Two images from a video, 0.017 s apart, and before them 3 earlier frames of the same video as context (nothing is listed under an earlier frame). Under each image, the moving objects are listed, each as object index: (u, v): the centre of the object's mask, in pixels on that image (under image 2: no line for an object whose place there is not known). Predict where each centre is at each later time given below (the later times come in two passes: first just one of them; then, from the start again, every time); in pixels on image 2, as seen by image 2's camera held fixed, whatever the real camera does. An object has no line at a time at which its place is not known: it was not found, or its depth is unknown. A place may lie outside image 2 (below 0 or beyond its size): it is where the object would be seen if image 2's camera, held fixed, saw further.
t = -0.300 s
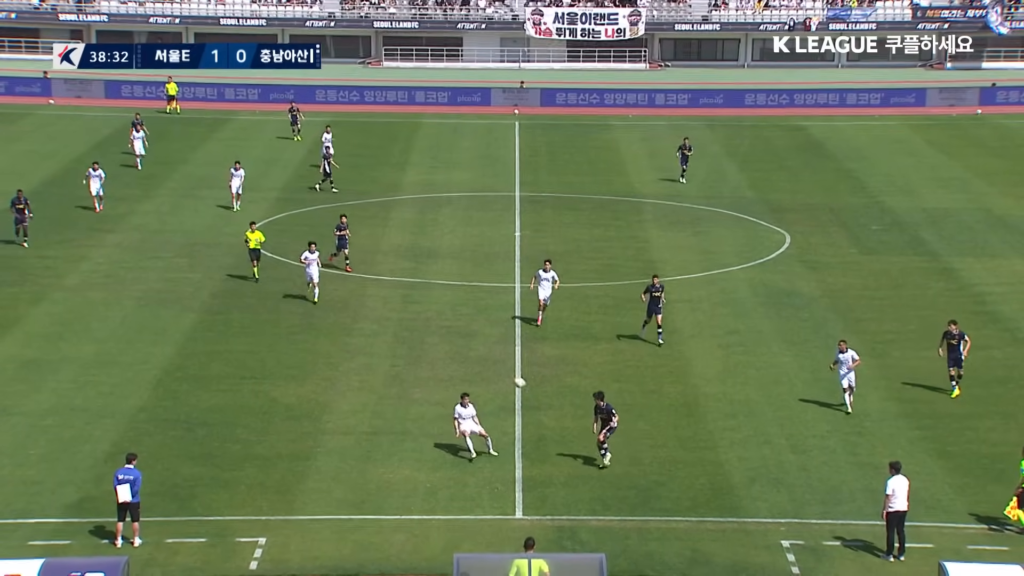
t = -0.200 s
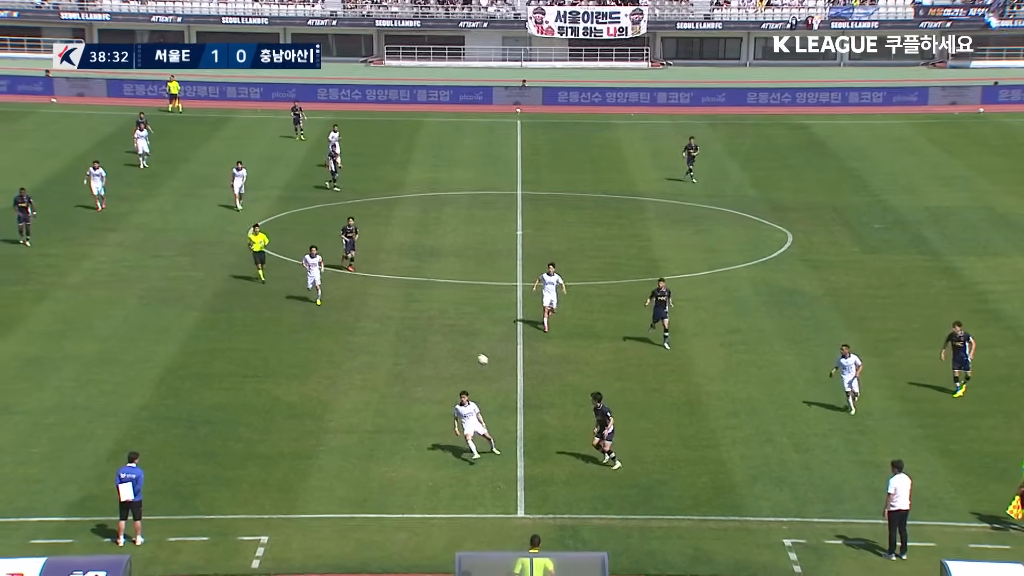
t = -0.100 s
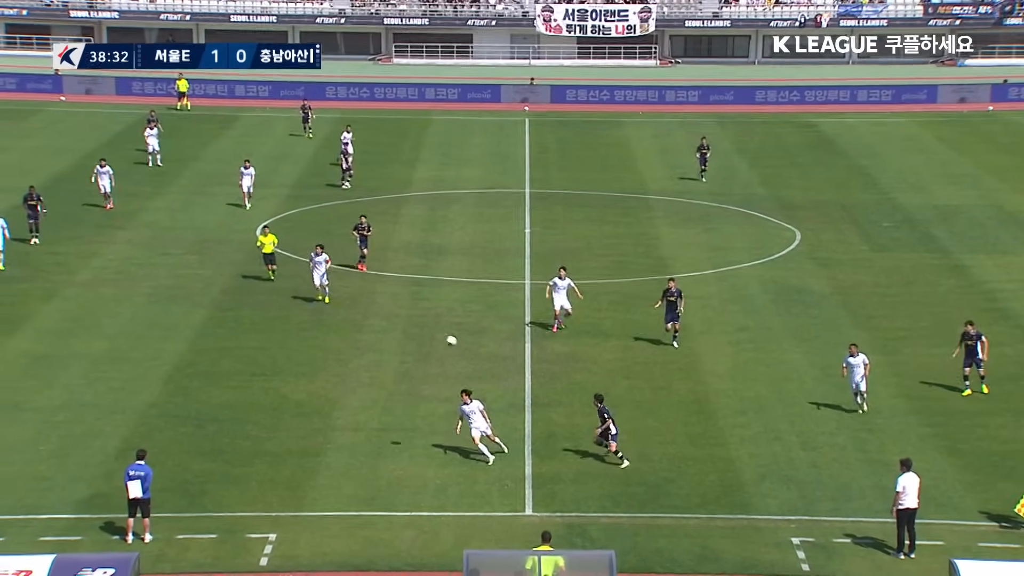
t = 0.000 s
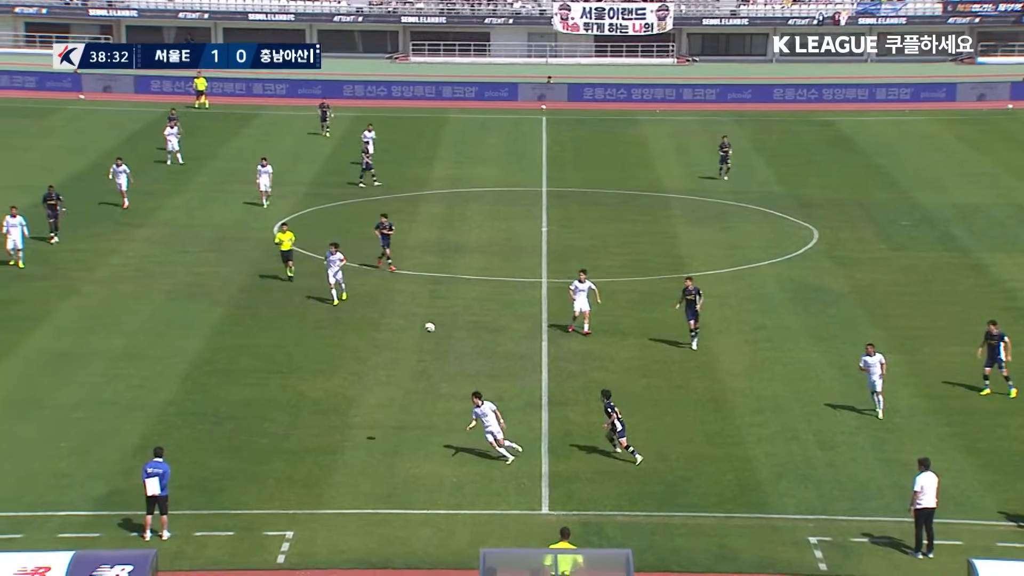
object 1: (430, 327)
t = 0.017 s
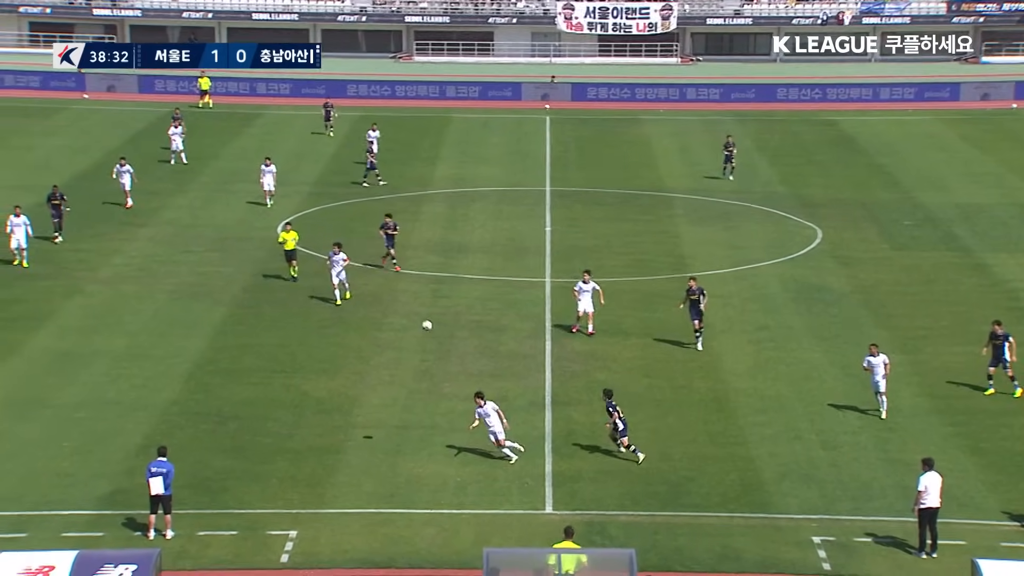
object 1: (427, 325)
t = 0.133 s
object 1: (382, 318)
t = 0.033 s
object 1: (420, 324)
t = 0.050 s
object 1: (414, 323)
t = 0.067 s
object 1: (407, 321)
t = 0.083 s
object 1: (401, 320)
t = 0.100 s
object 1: (395, 319)
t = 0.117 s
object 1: (389, 319)
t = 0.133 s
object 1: (382, 318)
